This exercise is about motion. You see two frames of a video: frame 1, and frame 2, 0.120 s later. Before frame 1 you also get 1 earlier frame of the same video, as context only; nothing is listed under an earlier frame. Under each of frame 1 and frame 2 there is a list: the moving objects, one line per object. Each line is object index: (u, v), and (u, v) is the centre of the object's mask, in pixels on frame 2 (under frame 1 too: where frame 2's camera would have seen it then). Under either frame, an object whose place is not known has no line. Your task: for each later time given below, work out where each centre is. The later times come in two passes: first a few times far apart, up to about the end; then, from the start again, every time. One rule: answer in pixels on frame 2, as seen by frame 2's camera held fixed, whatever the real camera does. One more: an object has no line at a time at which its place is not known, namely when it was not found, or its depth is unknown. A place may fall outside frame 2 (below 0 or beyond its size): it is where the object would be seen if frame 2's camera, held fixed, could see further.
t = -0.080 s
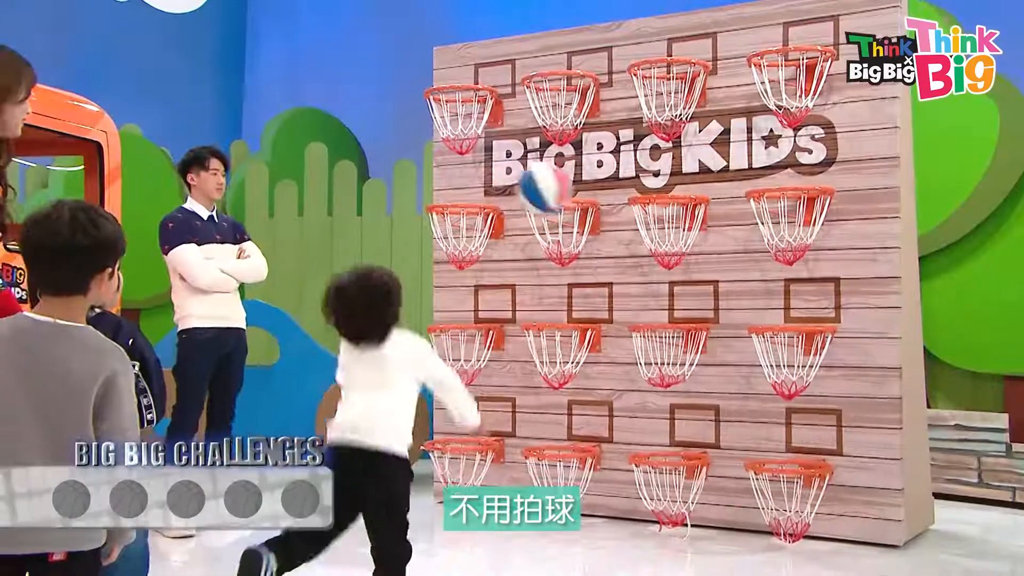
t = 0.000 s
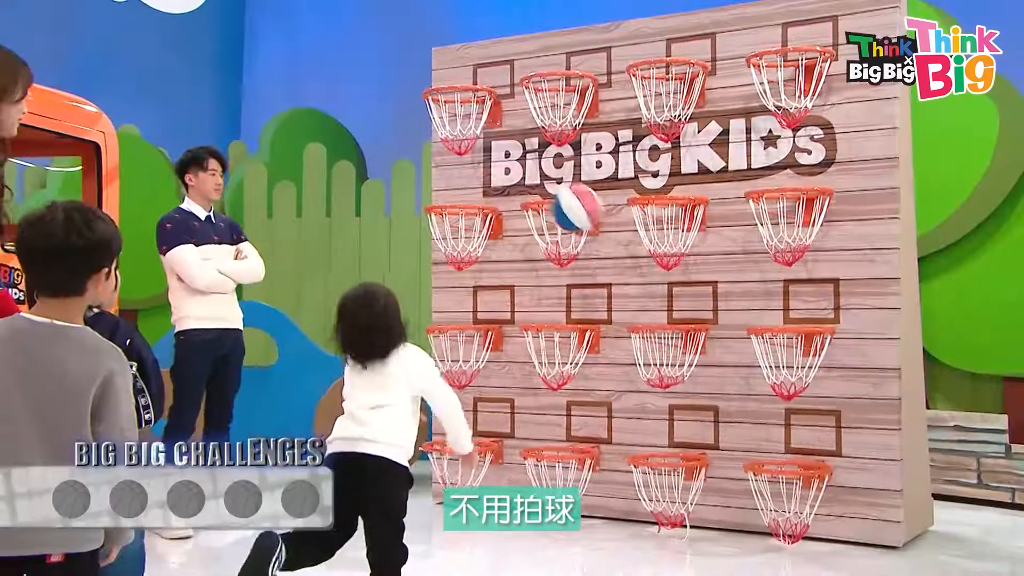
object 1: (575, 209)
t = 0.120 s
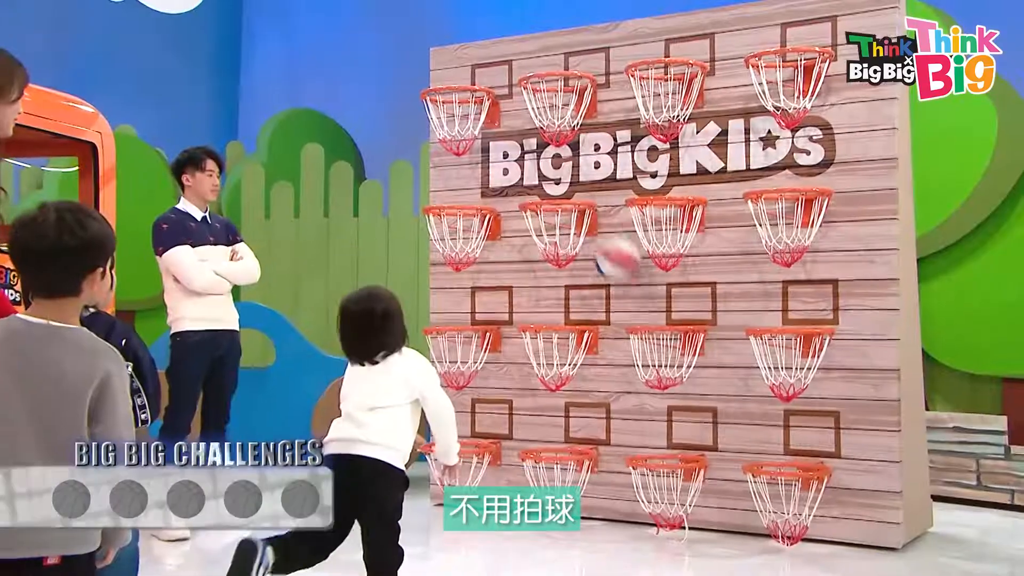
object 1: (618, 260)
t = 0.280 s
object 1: (583, 308)
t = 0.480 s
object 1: (553, 356)
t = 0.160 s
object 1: (616, 273)
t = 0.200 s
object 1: (603, 288)
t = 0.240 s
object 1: (588, 308)
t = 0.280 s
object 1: (583, 308)
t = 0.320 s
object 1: (577, 310)
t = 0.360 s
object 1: (571, 316)
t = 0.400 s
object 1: (567, 325)
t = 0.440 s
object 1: (559, 337)
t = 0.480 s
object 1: (553, 356)
